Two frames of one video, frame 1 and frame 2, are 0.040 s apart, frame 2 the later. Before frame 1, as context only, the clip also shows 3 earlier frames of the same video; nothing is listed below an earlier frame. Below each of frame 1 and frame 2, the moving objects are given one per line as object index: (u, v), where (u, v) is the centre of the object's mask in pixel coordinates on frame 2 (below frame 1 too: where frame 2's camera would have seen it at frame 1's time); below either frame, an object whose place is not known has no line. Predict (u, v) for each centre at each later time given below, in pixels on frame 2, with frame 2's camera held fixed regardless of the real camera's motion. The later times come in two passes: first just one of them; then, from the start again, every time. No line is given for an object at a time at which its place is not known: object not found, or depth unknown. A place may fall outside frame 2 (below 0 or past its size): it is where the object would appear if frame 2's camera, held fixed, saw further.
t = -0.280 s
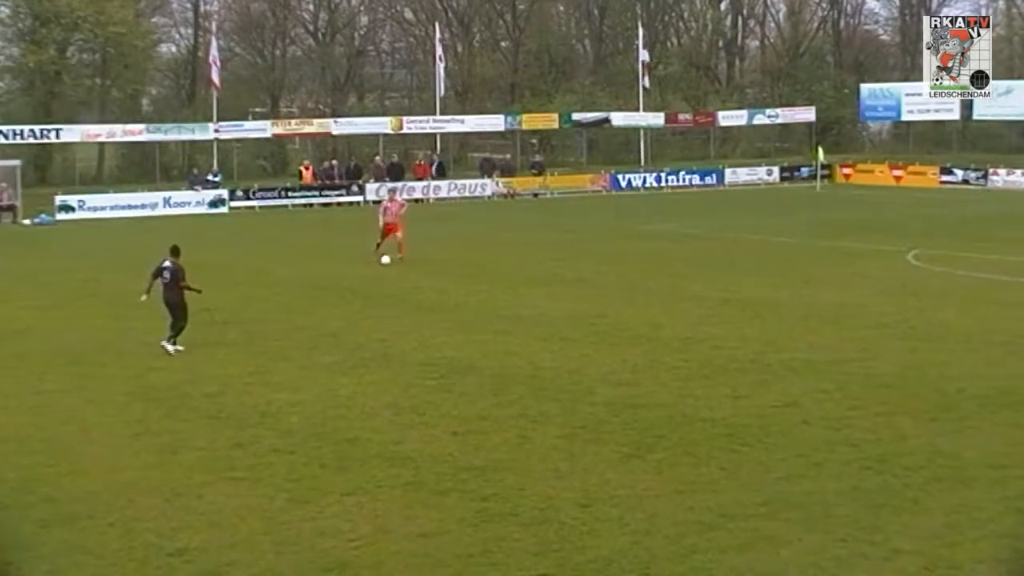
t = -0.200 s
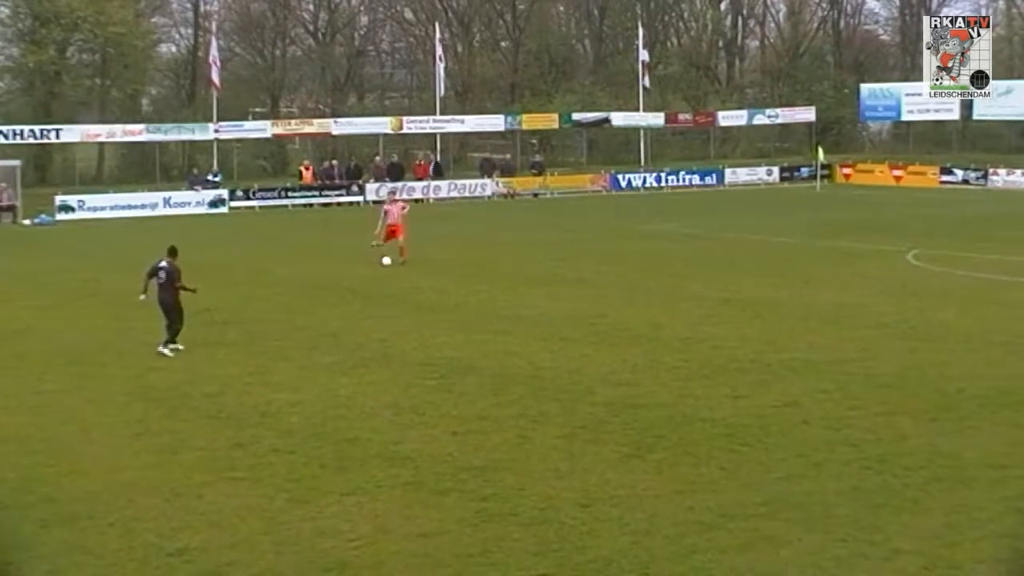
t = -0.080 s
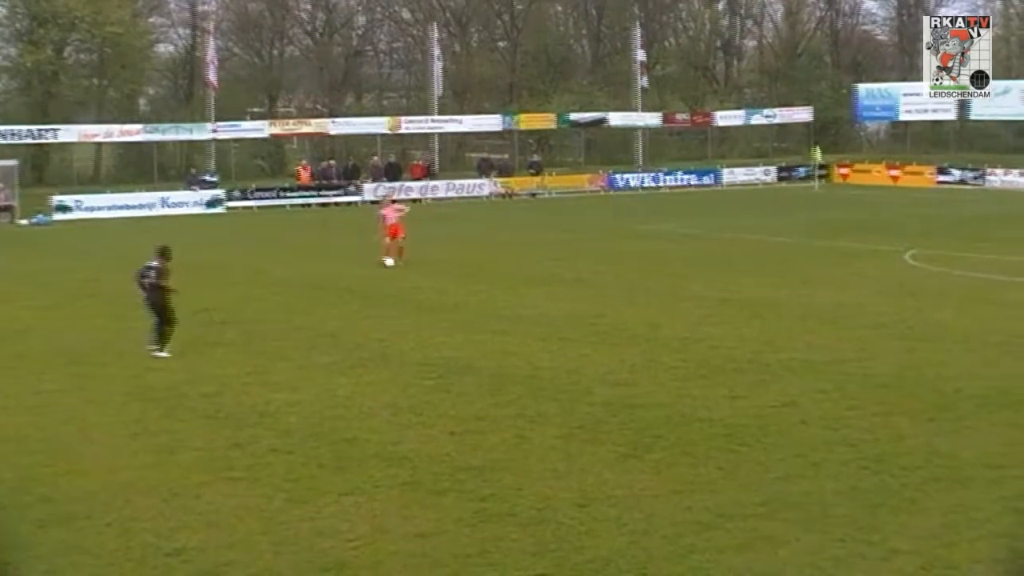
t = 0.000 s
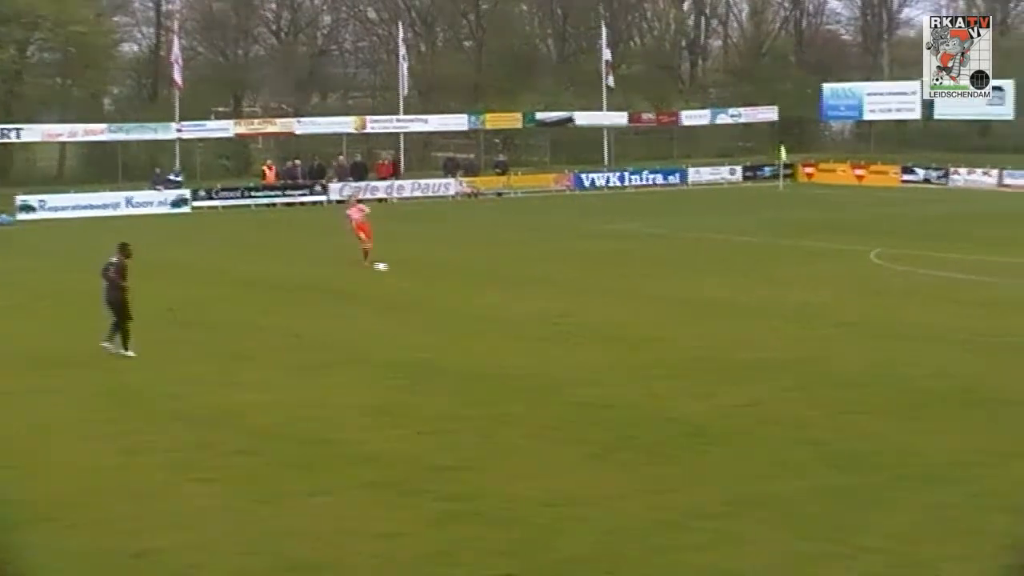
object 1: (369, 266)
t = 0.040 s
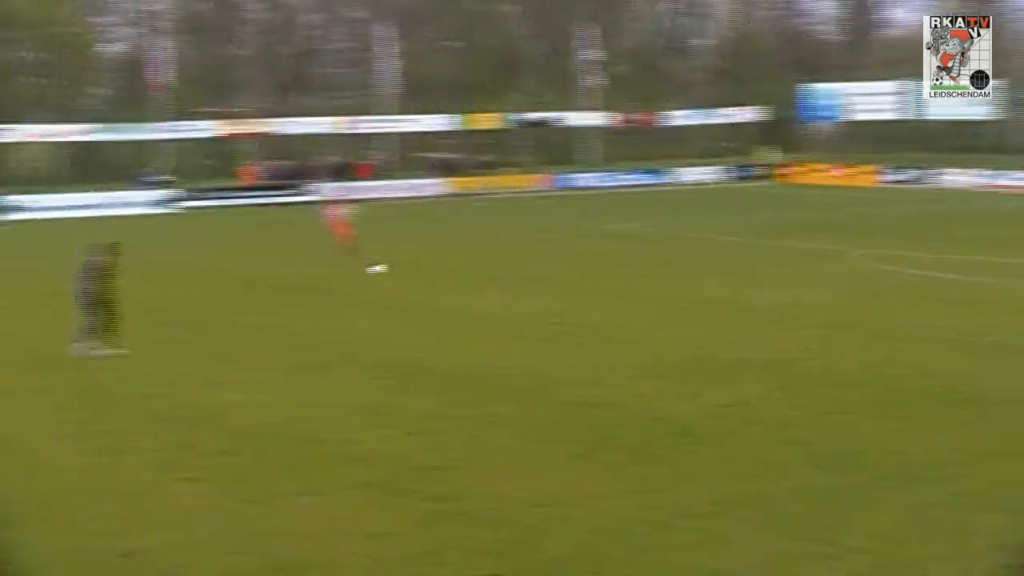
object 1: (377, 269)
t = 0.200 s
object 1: (425, 280)
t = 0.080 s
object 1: (390, 272)
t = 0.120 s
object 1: (403, 274)
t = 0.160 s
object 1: (412, 277)
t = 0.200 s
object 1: (425, 280)
